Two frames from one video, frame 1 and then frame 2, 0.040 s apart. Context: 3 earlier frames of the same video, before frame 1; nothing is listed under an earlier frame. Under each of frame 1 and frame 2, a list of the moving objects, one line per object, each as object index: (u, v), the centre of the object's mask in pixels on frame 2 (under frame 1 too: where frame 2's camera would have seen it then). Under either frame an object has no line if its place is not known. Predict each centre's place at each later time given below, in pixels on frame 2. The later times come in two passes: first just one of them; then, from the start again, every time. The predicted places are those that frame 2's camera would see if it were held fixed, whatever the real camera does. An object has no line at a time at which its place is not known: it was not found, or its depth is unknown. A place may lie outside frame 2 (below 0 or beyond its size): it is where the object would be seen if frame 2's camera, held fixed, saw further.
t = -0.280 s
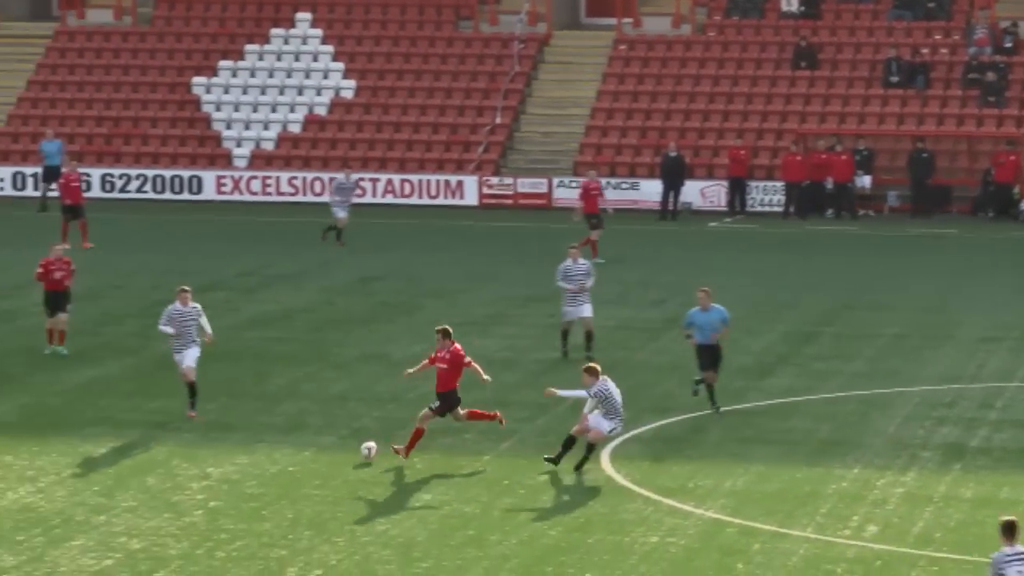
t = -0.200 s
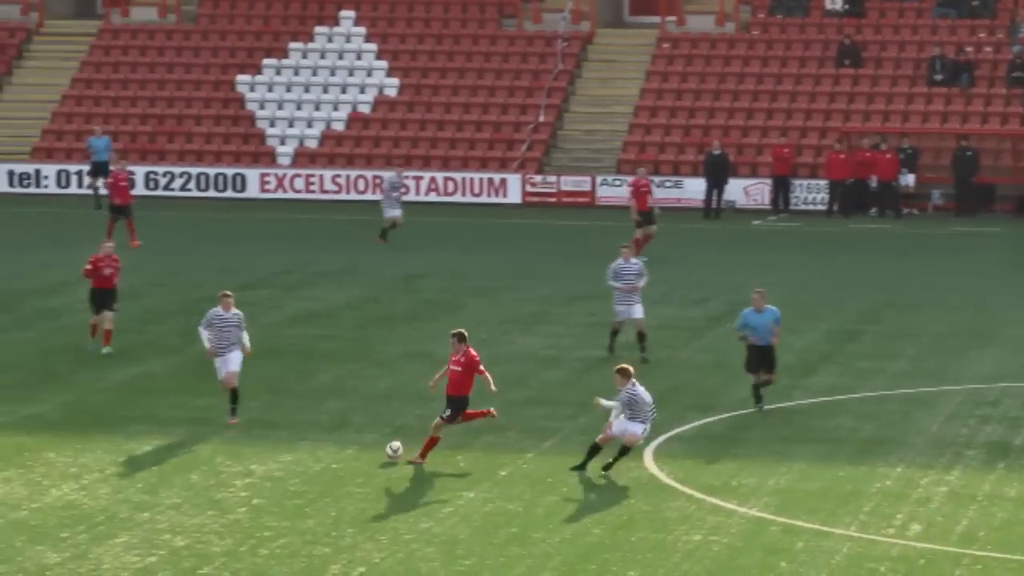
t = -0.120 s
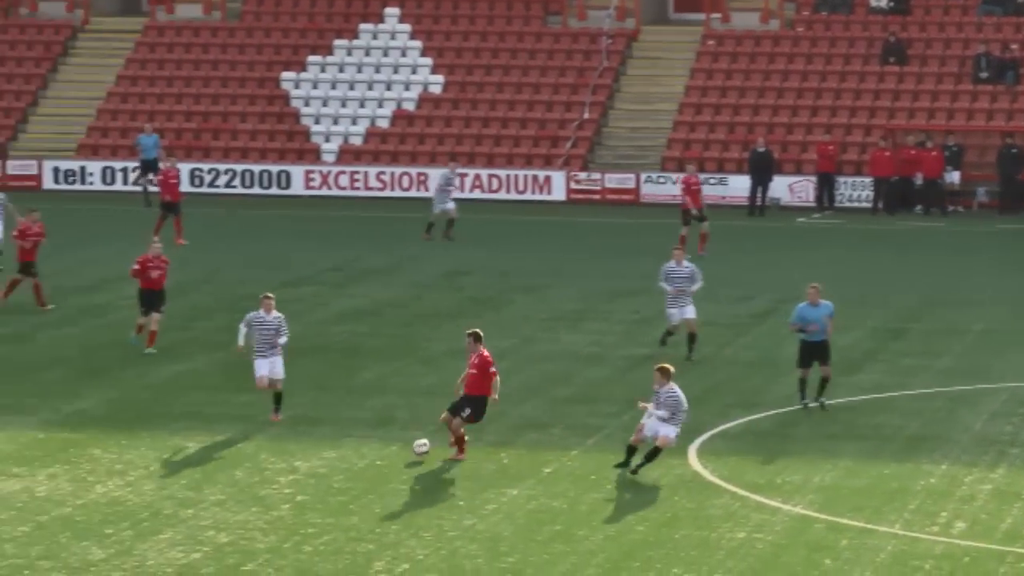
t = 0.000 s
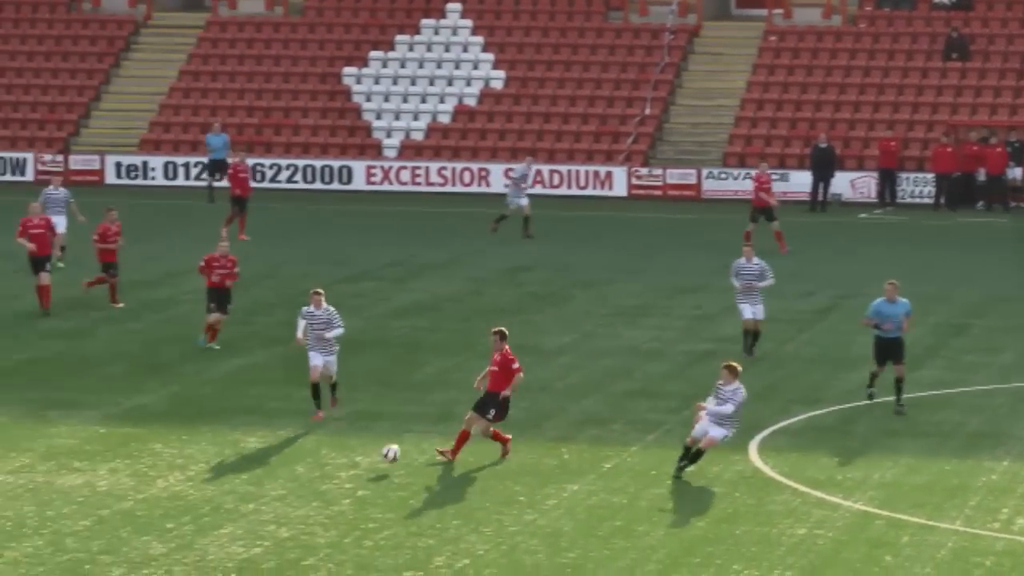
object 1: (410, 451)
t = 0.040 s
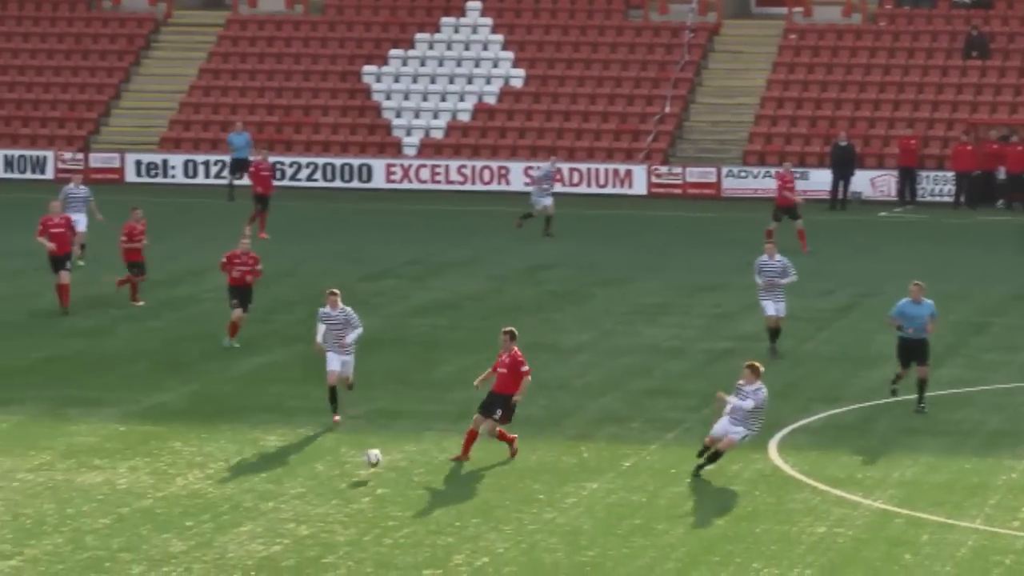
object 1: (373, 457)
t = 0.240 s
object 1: (188, 500)
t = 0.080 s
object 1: (334, 466)
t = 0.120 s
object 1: (296, 476)
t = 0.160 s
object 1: (258, 488)
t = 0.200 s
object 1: (222, 496)
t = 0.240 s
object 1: (188, 500)
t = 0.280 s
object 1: (154, 506)
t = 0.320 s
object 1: (120, 513)
